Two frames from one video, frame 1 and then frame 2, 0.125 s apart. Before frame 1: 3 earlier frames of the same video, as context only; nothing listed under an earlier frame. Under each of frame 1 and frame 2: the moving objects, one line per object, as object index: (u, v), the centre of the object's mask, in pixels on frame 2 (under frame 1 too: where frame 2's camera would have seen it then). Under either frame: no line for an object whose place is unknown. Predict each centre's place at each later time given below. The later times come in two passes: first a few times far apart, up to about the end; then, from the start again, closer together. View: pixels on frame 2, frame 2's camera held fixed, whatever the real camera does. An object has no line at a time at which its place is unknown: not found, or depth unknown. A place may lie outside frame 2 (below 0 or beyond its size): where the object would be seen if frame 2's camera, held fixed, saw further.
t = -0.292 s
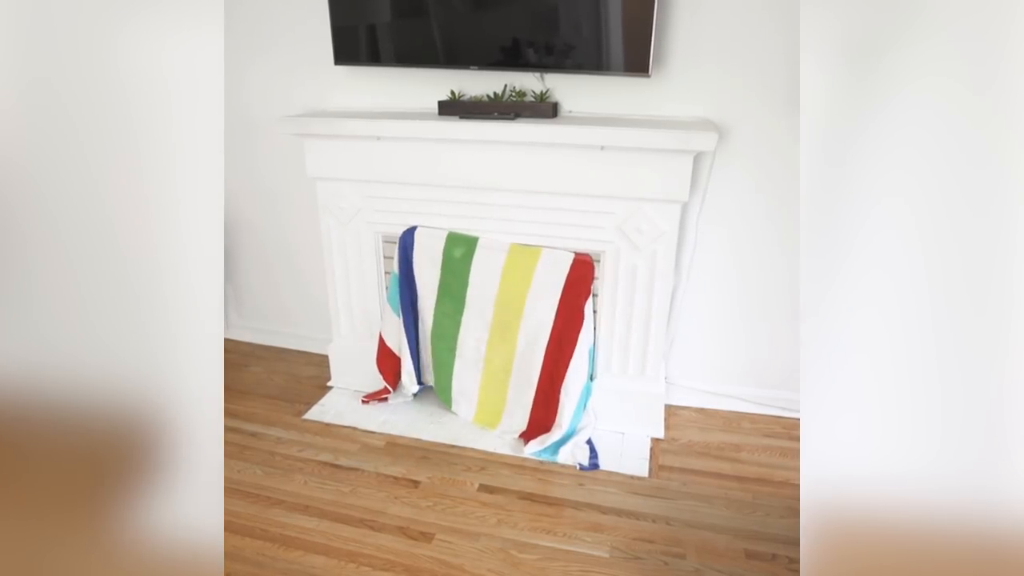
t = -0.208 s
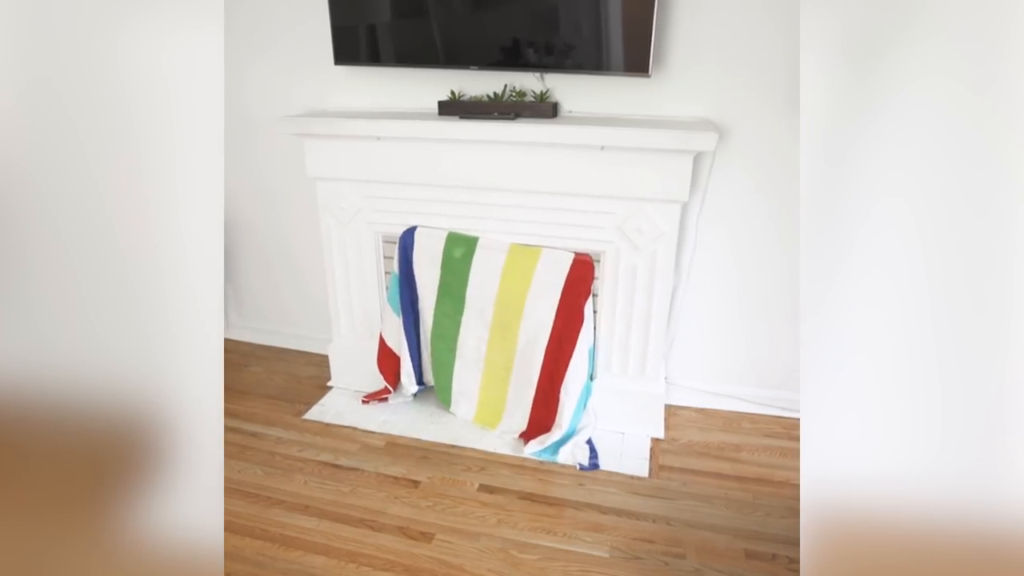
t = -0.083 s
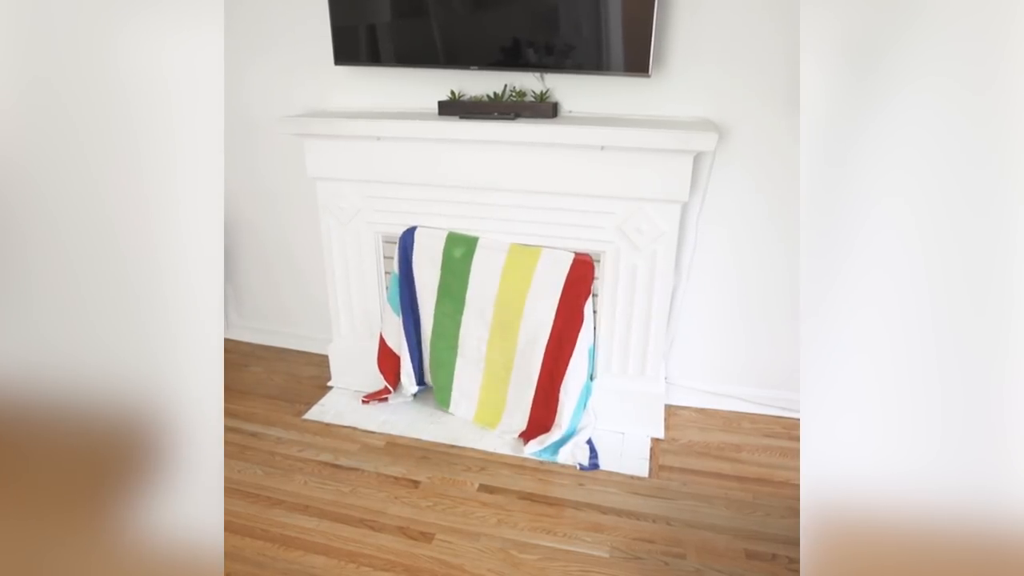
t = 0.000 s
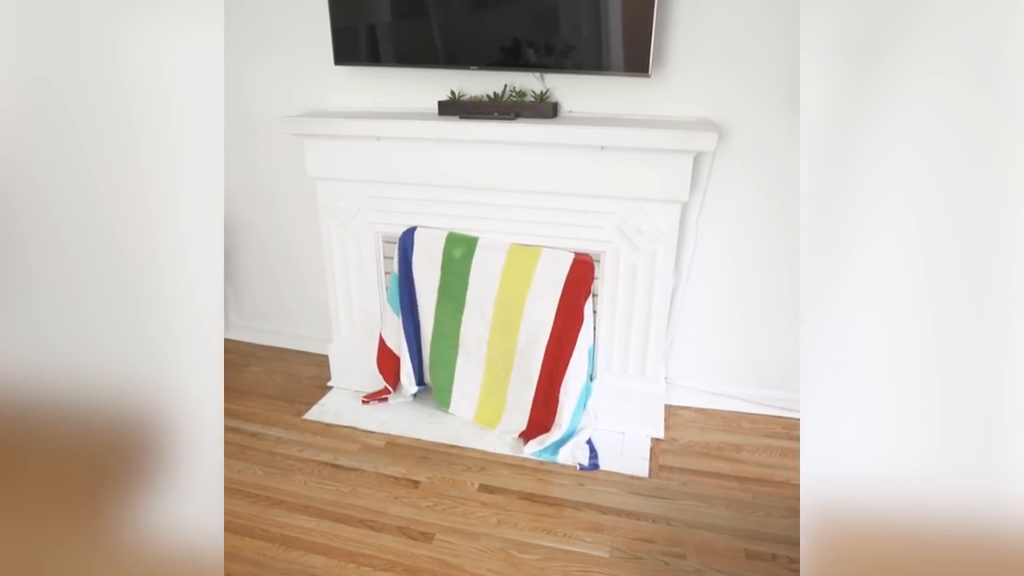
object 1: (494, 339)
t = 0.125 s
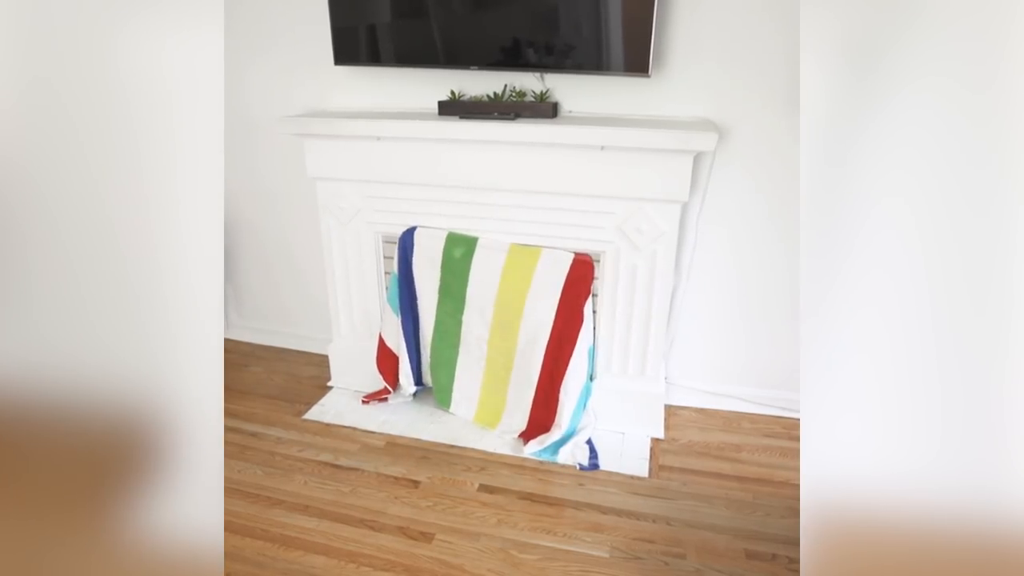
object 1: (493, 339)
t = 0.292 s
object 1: (492, 348)
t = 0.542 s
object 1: (497, 407)
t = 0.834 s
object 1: (493, 418)
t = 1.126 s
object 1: (493, 418)
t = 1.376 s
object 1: (493, 418)
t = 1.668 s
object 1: (492, 418)
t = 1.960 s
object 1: (491, 418)
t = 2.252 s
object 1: (493, 419)
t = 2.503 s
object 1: (495, 419)
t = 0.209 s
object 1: (493, 340)
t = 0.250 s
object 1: (493, 343)
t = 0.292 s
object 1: (492, 348)
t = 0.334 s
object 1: (492, 356)
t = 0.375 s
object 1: (493, 365)
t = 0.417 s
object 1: (494, 375)
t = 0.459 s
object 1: (495, 386)
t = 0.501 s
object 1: (496, 397)
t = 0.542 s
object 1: (497, 407)
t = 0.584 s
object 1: (495, 417)
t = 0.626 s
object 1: (495, 419)
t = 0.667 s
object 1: (495, 418)
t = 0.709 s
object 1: (495, 417)
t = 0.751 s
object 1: (494, 418)
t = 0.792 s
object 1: (493, 418)
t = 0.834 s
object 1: (493, 418)
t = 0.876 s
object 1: (493, 418)
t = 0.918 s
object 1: (493, 418)
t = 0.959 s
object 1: (493, 418)
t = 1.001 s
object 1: (494, 418)
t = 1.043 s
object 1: (493, 418)
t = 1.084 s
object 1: (493, 418)
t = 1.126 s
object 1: (493, 418)
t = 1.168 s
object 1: (493, 418)
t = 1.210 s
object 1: (494, 418)
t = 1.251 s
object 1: (494, 418)
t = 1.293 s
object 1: (494, 418)
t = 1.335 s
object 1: (493, 418)
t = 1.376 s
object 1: (493, 418)
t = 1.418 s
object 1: (493, 418)
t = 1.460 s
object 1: (493, 418)
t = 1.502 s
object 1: (493, 418)
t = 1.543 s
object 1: (493, 418)
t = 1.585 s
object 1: (492, 418)
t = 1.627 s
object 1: (493, 418)
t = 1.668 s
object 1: (492, 418)
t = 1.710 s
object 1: (492, 418)
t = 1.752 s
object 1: (491, 418)
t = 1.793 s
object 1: (491, 418)
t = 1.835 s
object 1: (491, 418)
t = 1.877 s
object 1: (491, 418)
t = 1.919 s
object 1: (491, 418)
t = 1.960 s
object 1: (491, 418)
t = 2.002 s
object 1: (491, 419)
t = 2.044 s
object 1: (492, 419)
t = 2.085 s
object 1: (492, 419)
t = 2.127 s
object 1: (493, 419)
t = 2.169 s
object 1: (493, 419)
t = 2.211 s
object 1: (493, 419)
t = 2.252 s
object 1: (493, 419)
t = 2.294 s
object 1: (494, 419)
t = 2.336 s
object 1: (494, 419)
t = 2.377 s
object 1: (494, 419)
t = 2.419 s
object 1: (494, 419)
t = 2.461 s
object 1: (494, 419)
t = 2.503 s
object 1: (495, 419)
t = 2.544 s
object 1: (495, 419)
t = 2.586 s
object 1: (495, 419)
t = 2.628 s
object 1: (495, 419)
